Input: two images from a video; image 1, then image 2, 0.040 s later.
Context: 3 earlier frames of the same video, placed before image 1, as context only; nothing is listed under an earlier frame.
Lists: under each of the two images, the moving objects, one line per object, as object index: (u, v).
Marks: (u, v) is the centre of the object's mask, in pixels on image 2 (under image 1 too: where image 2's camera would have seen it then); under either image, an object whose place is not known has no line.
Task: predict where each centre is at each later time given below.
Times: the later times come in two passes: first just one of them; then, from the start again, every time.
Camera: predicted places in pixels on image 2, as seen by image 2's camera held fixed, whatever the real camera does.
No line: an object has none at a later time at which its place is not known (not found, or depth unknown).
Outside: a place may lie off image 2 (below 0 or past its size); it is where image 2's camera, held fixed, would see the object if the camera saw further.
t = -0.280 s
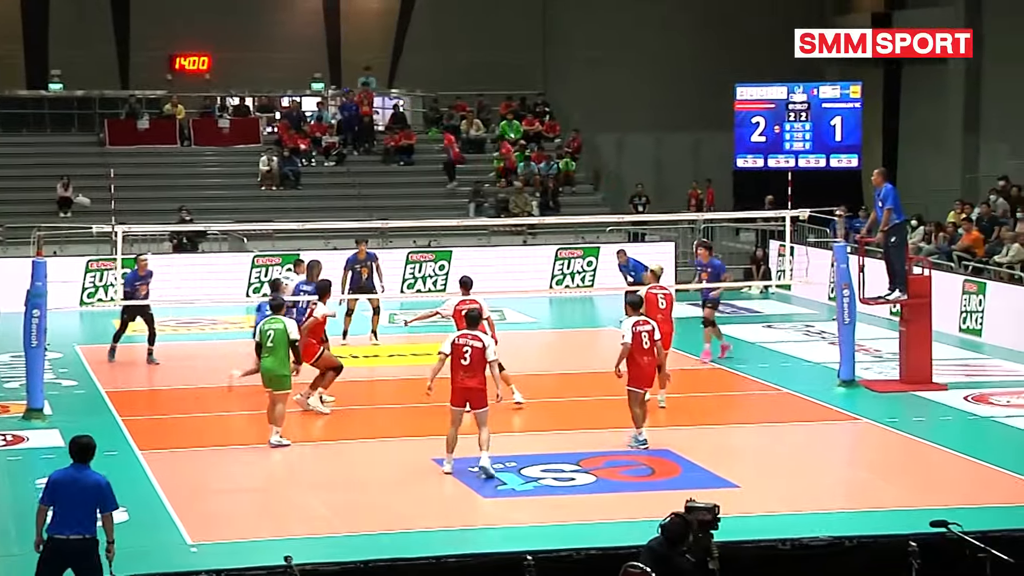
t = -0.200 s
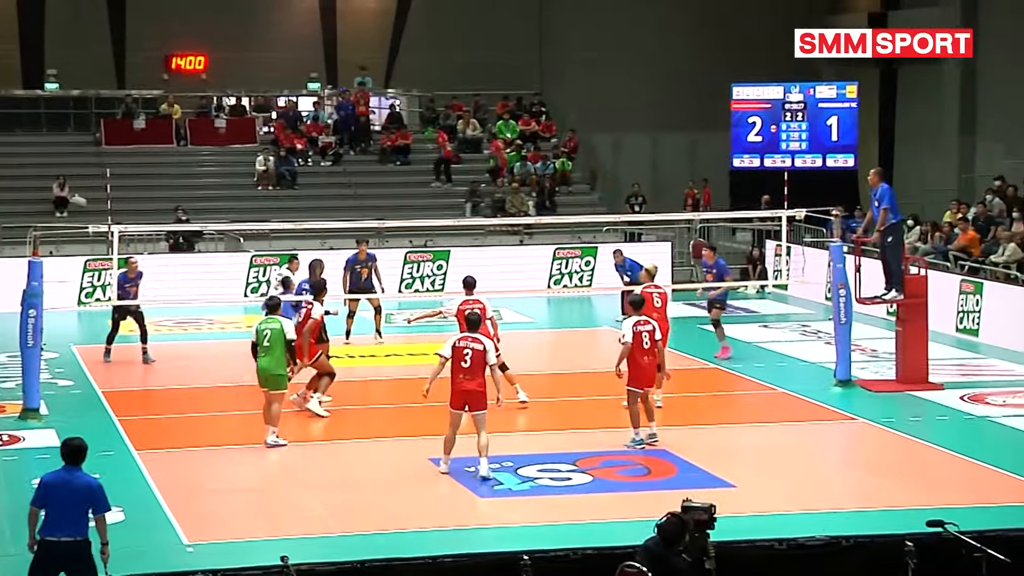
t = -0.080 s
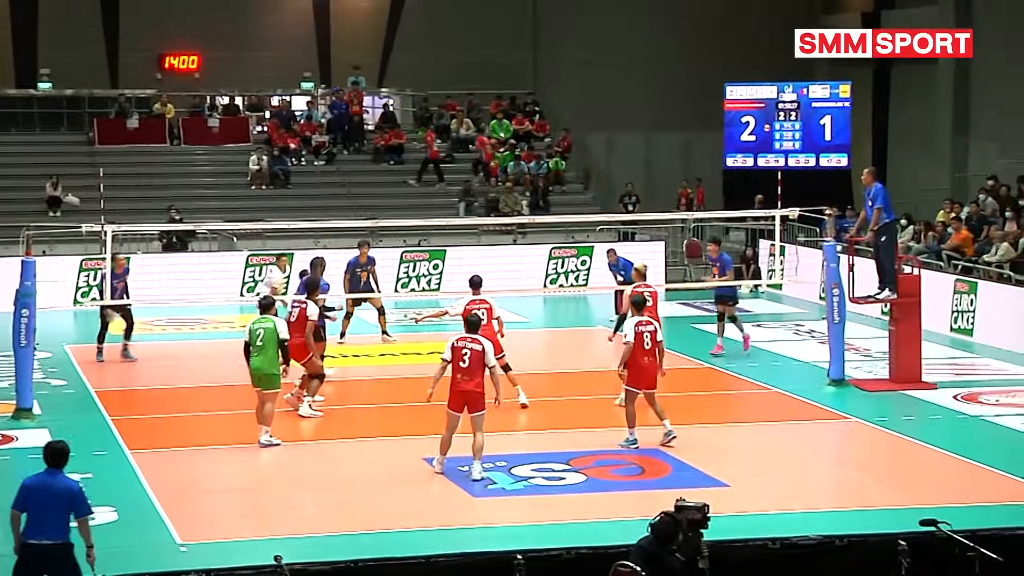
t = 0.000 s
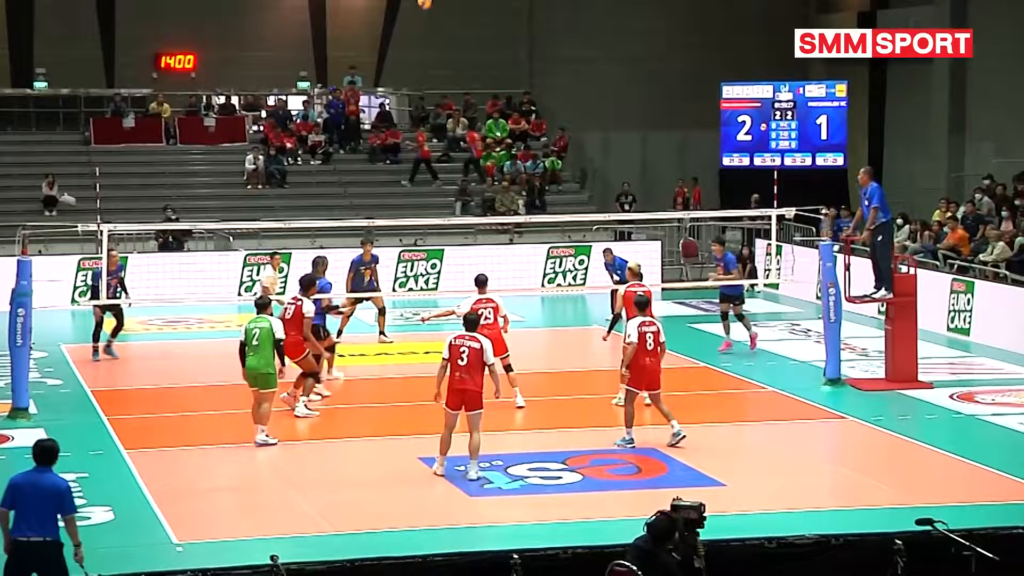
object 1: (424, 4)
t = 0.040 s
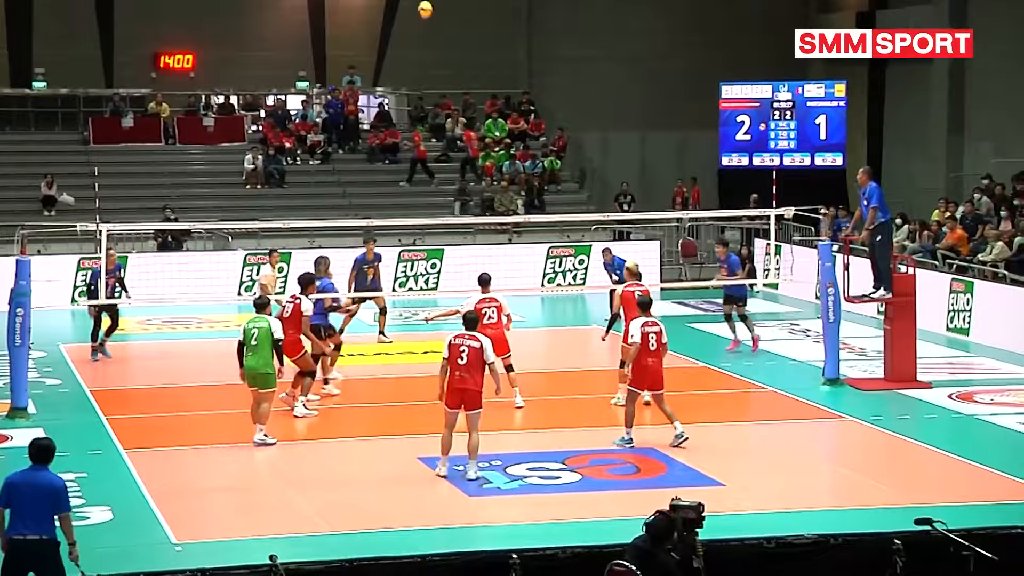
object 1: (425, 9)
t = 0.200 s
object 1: (431, 58)
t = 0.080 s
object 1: (427, 20)
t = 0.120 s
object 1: (428, 32)
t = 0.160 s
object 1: (430, 45)
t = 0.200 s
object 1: (431, 58)
